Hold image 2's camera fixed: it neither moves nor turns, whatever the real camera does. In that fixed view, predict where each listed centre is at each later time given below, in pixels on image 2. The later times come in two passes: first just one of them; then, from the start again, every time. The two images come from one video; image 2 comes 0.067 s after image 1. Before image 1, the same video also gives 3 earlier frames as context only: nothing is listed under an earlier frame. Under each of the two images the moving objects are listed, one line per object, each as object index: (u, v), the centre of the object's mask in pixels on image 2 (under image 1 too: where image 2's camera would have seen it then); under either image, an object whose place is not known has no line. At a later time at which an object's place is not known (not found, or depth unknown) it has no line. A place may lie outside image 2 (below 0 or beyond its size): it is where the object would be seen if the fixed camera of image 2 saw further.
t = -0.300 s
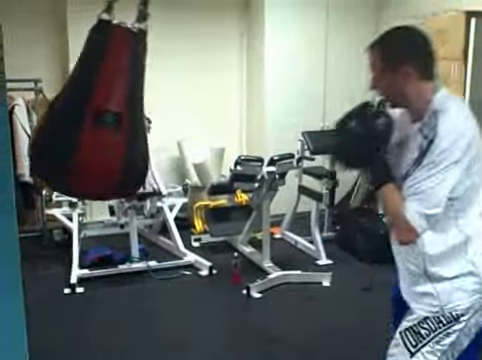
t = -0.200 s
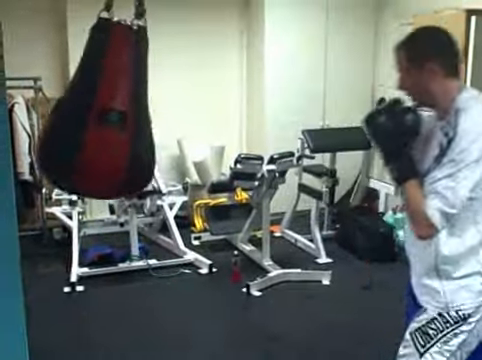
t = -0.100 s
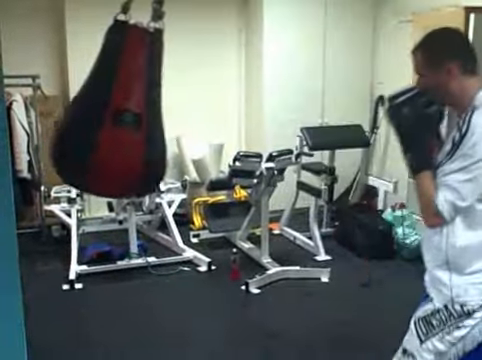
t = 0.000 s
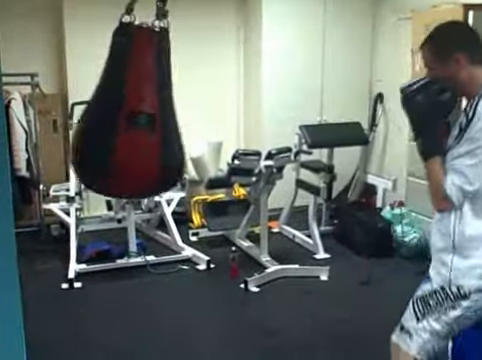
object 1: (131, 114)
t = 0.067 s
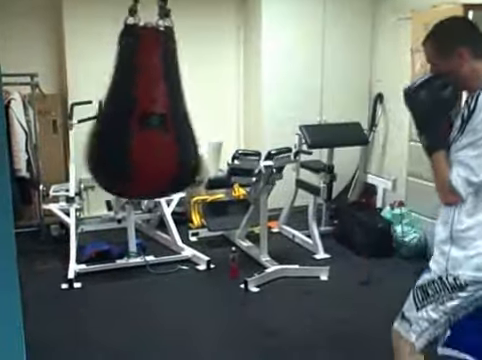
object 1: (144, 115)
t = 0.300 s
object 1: (199, 111)
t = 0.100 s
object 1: (151, 116)
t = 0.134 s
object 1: (159, 116)
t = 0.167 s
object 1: (169, 116)
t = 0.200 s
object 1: (178, 113)
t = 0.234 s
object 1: (185, 114)
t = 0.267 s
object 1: (192, 112)
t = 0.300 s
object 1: (199, 111)
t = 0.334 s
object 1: (206, 112)
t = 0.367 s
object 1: (212, 112)
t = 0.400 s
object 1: (219, 110)
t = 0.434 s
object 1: (226, 107)
